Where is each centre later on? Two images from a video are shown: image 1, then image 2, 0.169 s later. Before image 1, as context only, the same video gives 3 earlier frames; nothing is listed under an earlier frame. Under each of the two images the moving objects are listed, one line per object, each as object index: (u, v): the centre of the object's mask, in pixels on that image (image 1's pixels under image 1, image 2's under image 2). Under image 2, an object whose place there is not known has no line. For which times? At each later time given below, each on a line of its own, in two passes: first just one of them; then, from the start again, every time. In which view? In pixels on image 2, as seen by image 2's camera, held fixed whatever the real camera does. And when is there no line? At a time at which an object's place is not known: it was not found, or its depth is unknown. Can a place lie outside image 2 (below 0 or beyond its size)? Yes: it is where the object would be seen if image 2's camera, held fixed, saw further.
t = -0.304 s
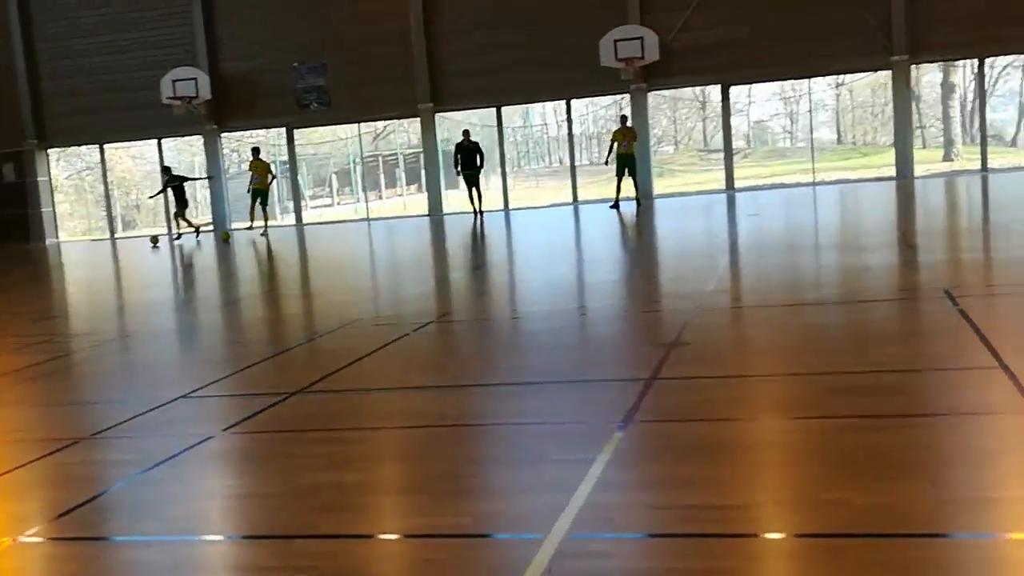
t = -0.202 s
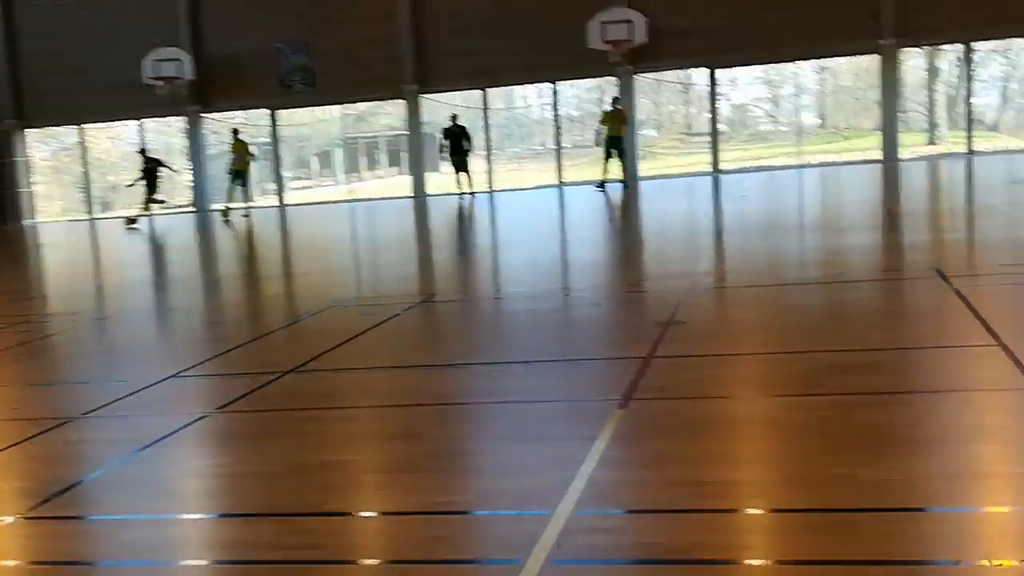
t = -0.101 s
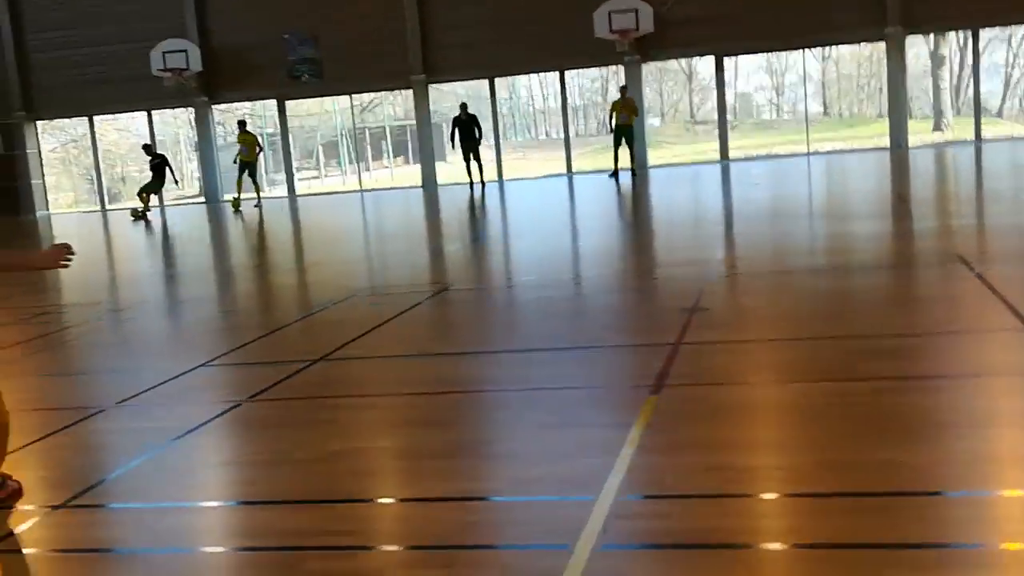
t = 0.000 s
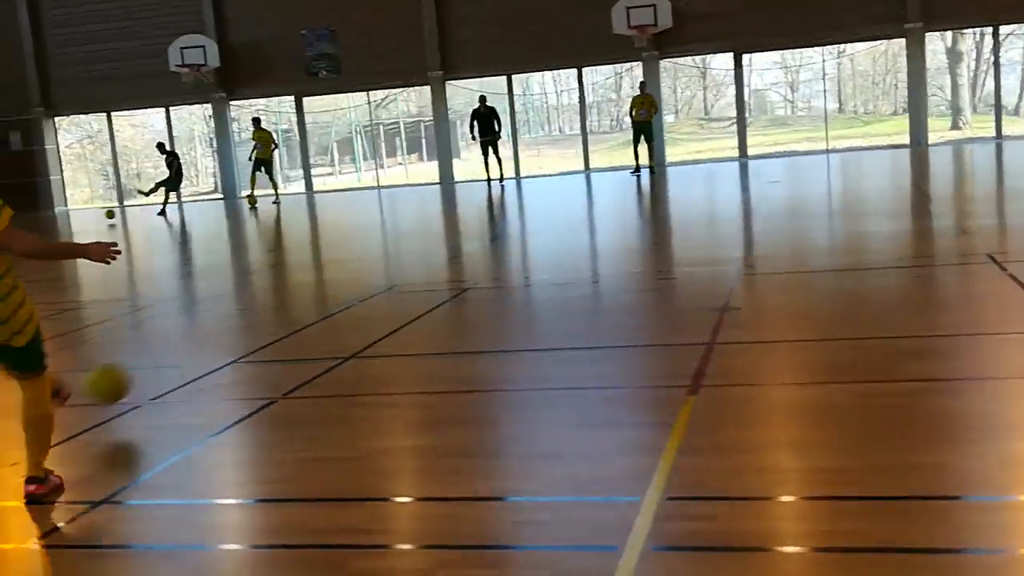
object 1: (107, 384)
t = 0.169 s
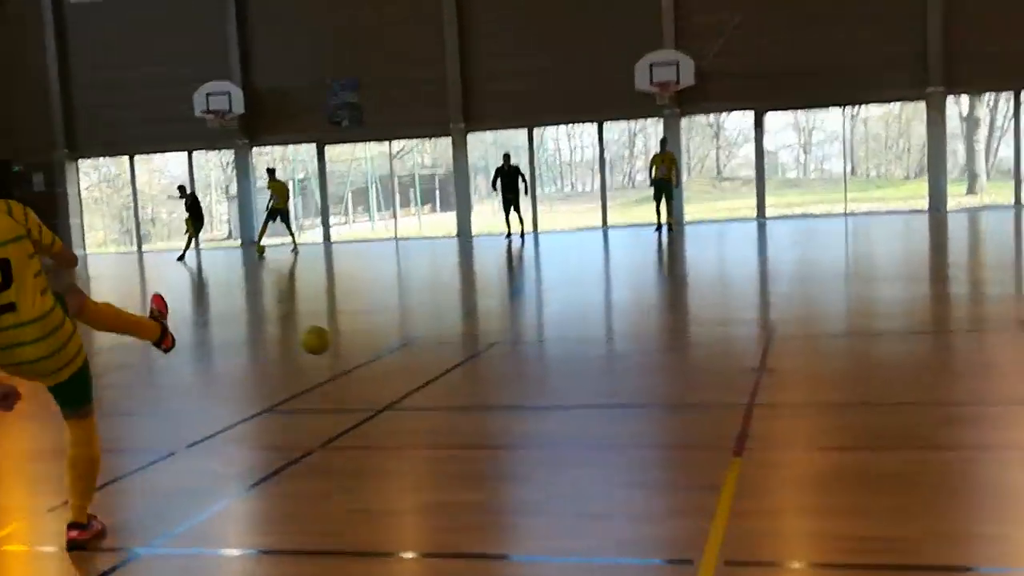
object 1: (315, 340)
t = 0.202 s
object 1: (345, 332)
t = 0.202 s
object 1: (345, 332)
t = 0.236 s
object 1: (366, 327)
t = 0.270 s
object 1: (387, 325)
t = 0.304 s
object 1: (404, 324)
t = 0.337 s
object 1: (419, 314)
